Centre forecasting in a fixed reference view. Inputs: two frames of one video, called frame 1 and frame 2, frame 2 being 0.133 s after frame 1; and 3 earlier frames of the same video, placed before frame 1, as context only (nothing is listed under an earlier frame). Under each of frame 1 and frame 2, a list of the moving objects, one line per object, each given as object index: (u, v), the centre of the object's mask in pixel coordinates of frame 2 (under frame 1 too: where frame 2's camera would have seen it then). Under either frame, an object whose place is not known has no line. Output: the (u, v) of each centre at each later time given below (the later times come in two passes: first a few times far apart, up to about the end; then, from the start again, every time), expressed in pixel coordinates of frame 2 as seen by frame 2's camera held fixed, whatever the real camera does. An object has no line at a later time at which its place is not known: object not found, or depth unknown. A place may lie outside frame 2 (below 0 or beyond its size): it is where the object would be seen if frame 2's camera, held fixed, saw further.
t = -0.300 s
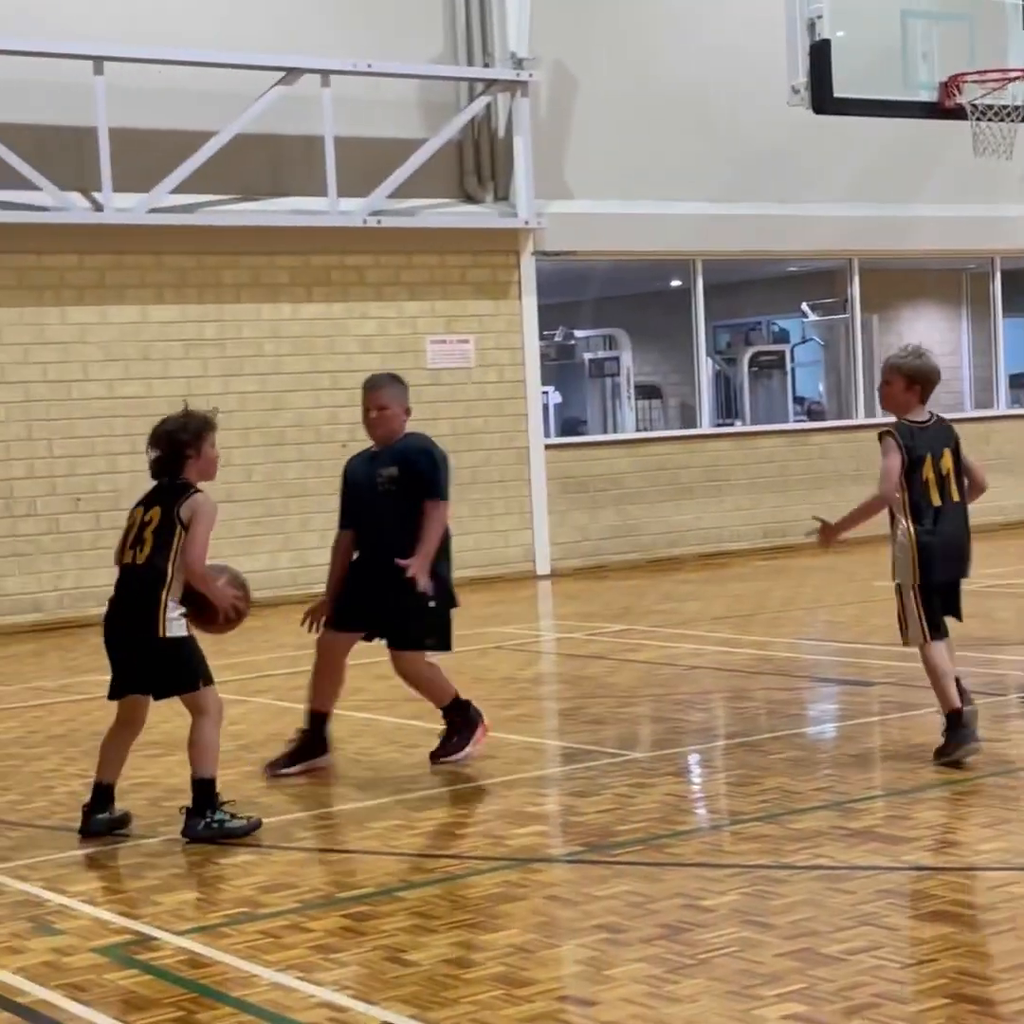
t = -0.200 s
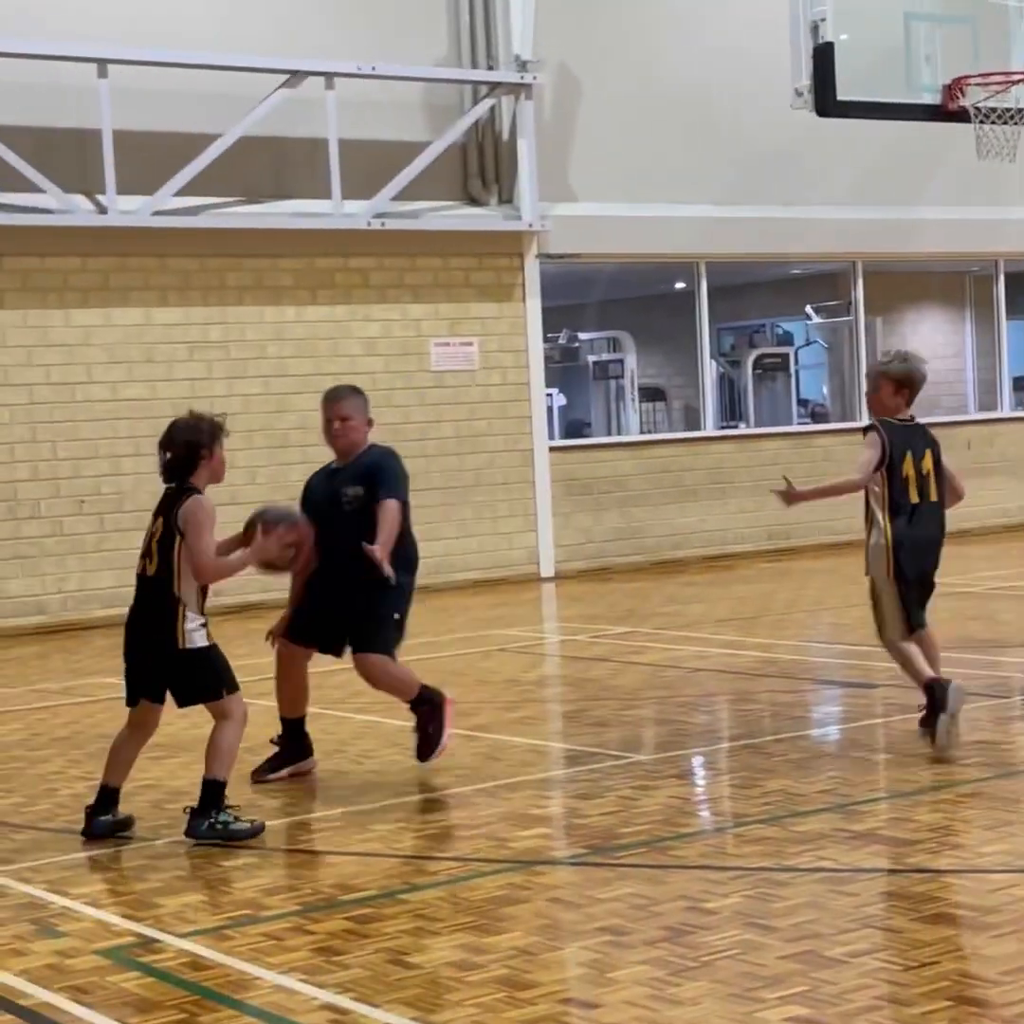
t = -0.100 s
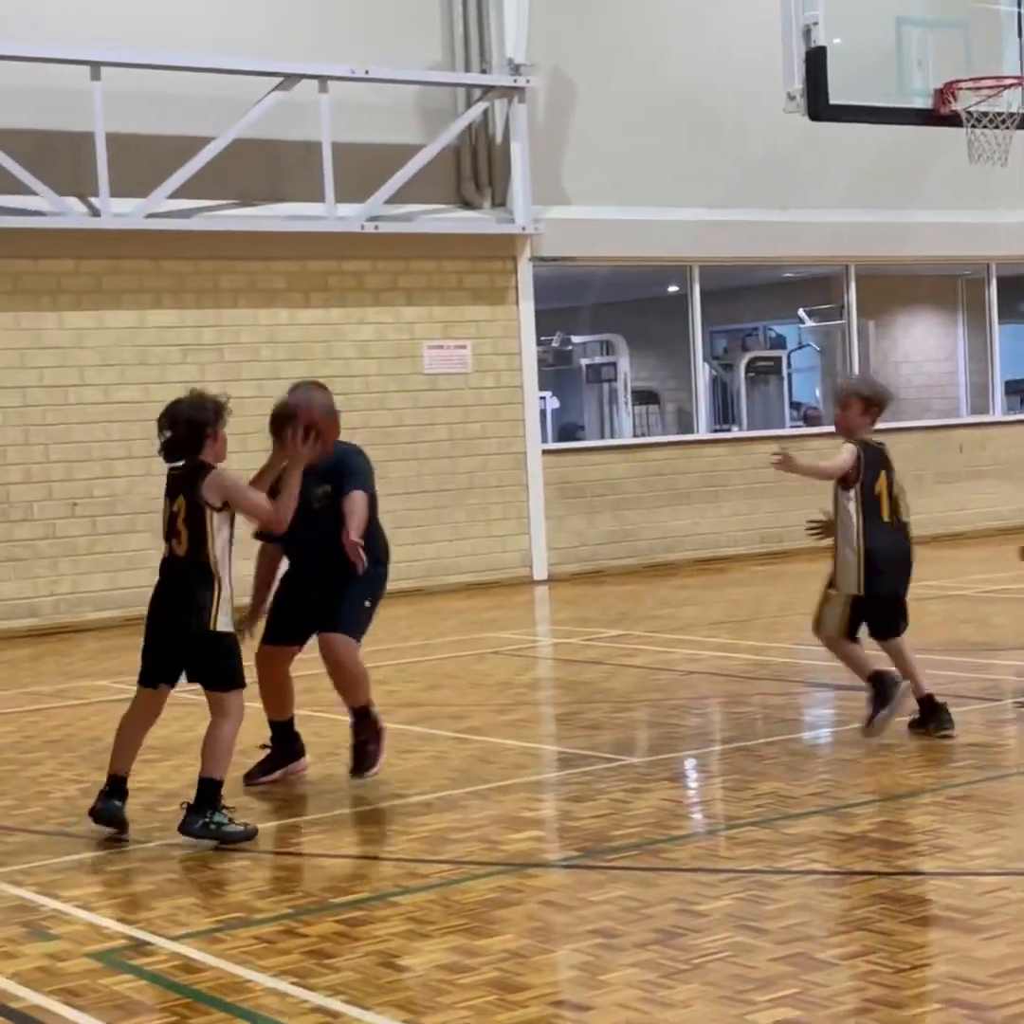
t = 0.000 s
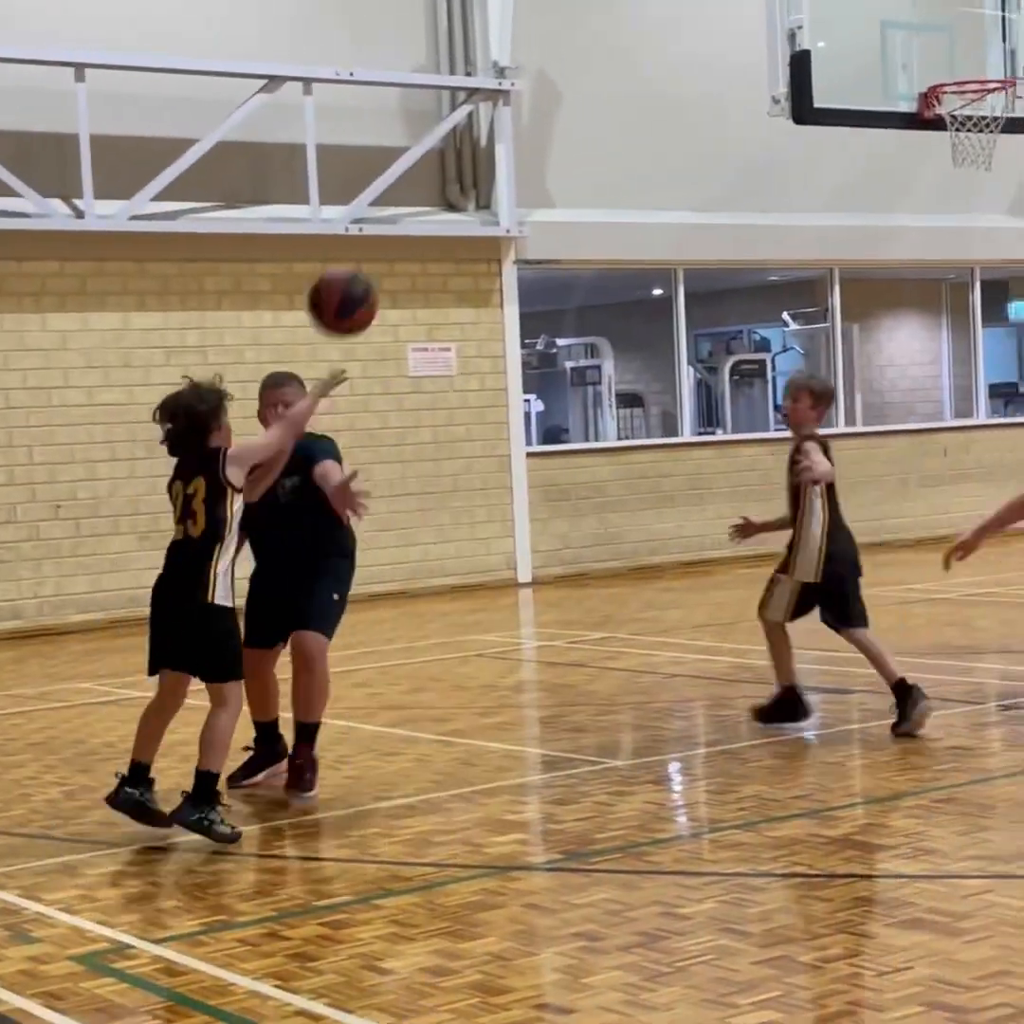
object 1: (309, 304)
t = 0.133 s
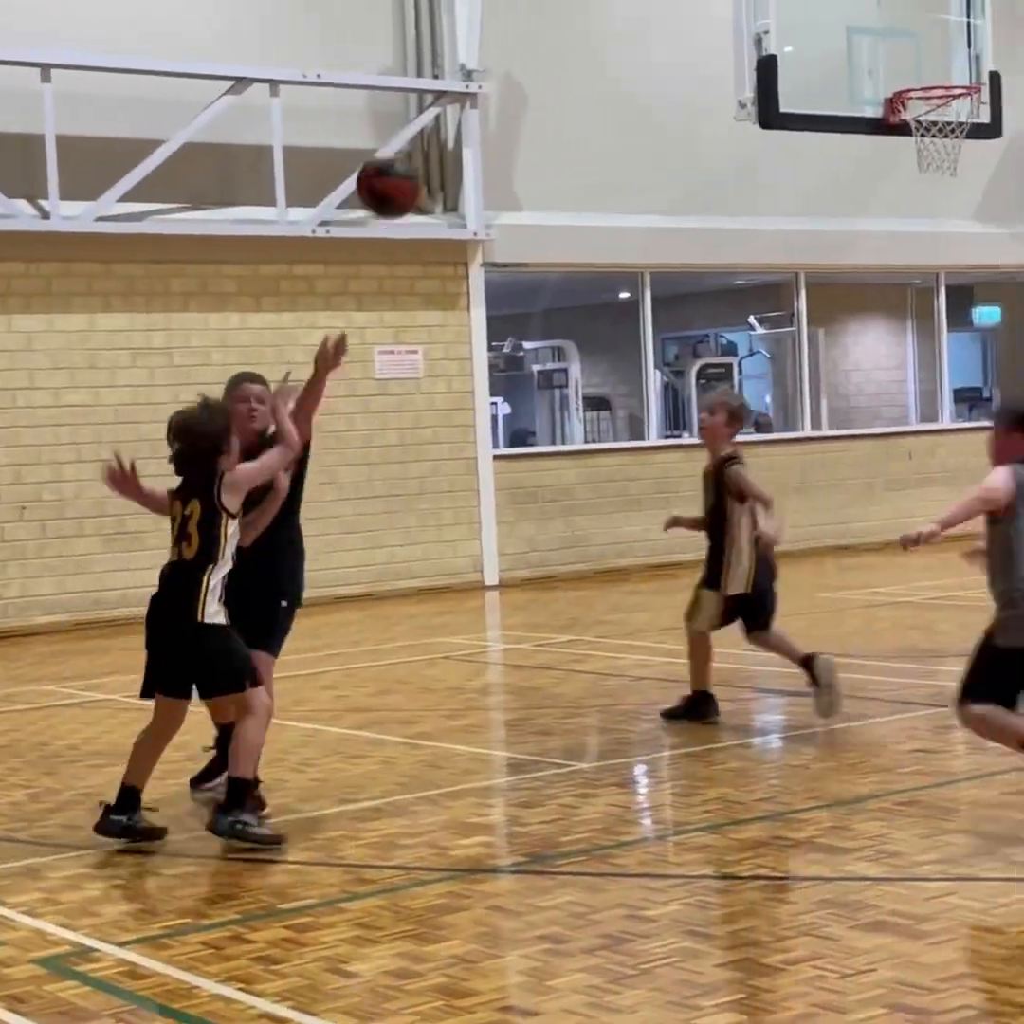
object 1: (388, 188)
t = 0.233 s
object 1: (442, 135)
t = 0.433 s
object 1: (540, 120)
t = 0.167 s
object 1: (407, 165)
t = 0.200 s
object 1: (424, 150)
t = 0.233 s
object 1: (442, 135)
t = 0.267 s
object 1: (459, 127)
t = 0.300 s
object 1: (475, 119)
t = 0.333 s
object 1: (492, 116)
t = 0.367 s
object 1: (508, 114)
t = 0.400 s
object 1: (524, 116)
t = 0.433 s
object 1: (540, 120)
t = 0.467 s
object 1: (555, 127)
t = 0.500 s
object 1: (571, 137)
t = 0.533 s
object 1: (586, 148)
